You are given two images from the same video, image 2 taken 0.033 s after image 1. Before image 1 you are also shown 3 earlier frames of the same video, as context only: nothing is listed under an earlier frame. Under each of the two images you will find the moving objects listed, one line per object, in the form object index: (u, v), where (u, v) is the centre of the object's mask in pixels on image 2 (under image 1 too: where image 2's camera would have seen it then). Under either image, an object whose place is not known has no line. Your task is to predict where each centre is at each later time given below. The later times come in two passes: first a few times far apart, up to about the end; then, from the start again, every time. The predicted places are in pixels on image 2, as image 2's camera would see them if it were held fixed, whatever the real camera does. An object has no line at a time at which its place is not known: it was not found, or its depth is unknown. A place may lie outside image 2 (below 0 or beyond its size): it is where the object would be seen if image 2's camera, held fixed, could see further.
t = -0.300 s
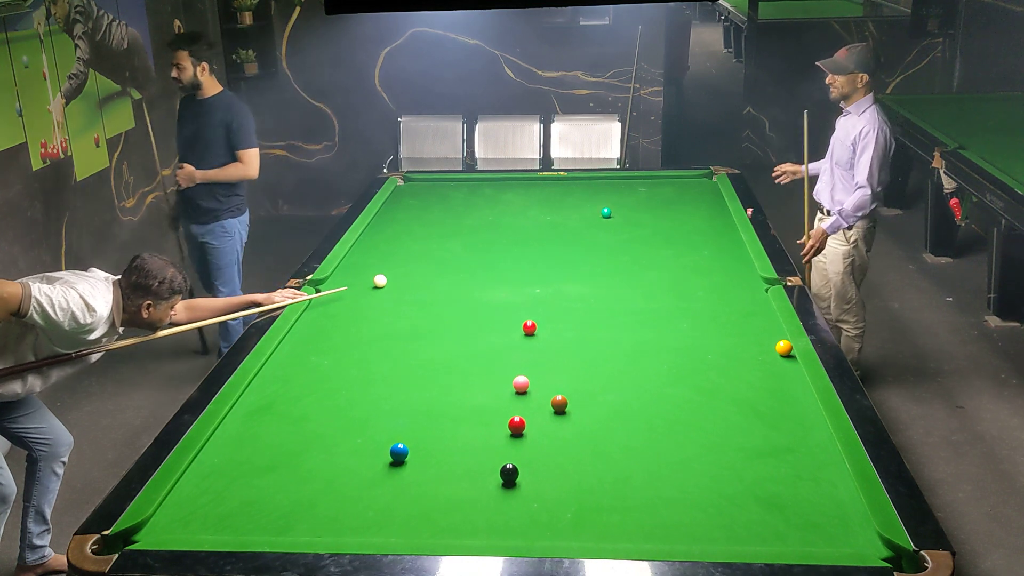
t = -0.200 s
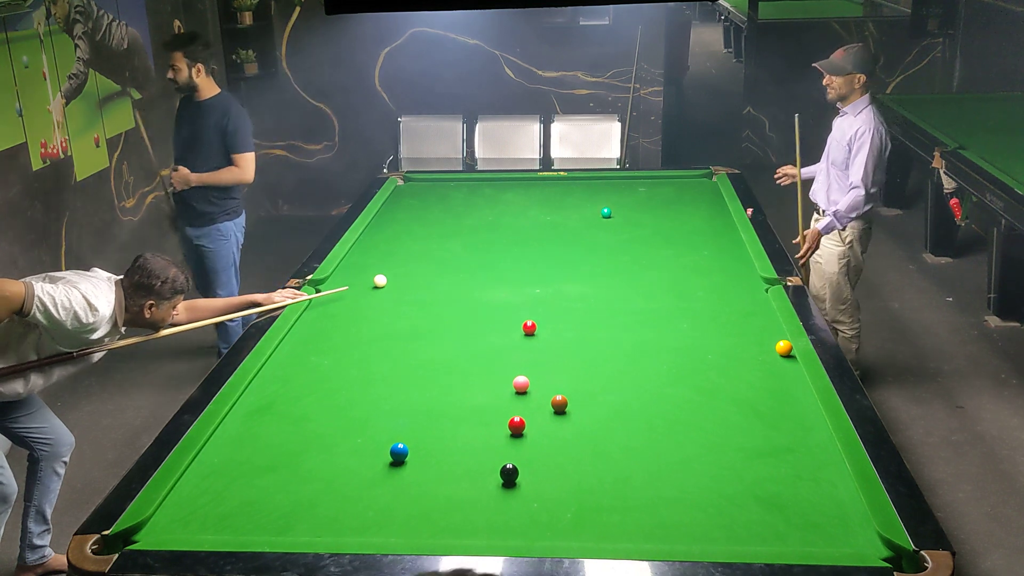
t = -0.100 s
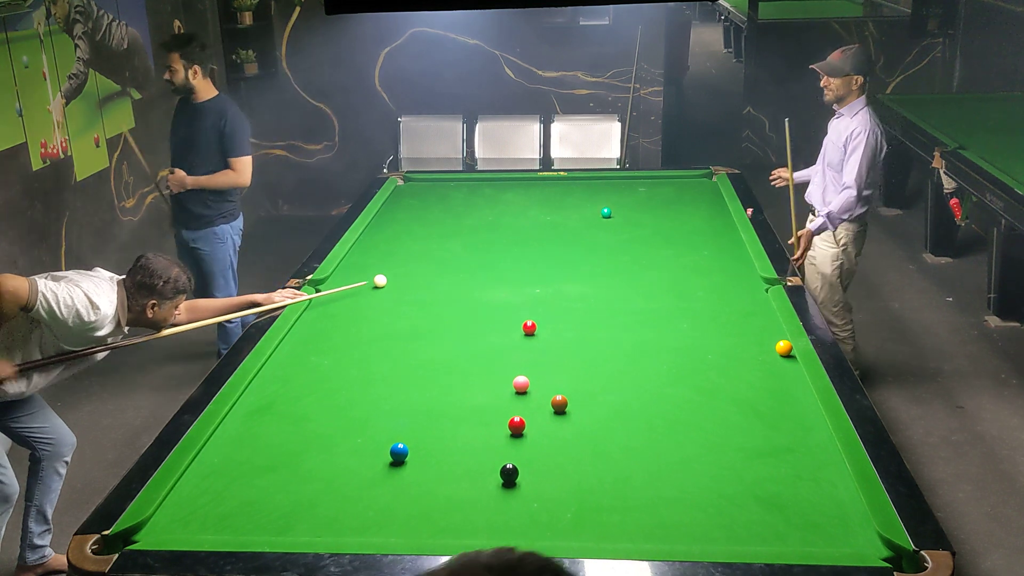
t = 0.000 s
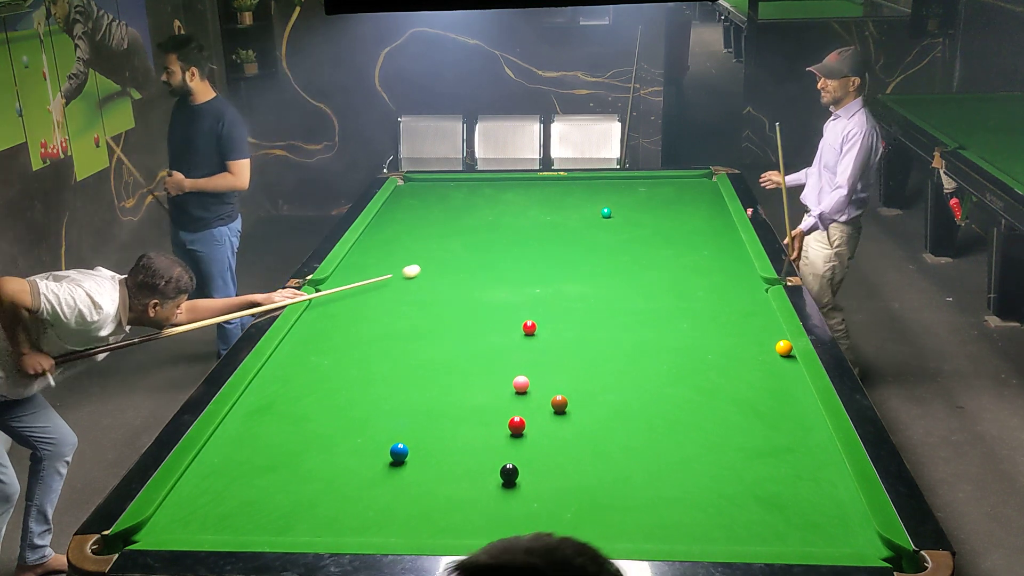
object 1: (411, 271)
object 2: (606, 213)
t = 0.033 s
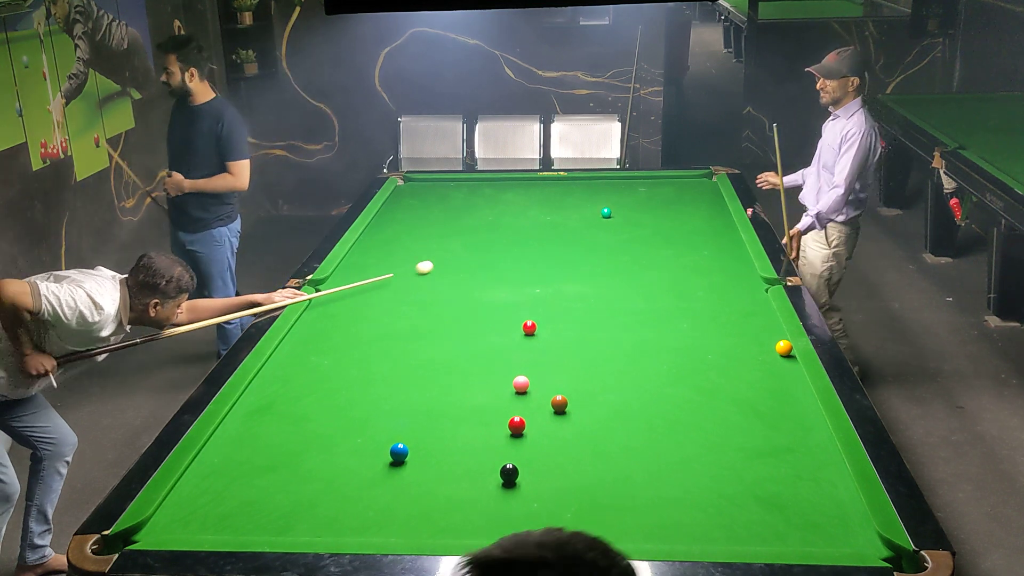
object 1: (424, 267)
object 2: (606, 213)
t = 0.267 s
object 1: (505, 243)
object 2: (606, 213)
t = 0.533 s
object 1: (585, 220)
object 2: (606, 213)
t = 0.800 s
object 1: (620, 214)
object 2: (641, 198)
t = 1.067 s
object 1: (648, 209)
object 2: (673, 185)
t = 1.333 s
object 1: (674, 206)
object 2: (702, 178)
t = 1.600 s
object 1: (698, 202)
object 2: (701, 184)
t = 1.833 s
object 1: (718, 199)
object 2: (687, 191)
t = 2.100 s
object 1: (704, 198)
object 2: (673, 198)
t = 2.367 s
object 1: (690, 196)
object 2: (658, 204)
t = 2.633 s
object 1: (677, 195)
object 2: (643, 211)
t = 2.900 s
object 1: (666, 194)
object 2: (629, 218)
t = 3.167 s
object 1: (656, 192)
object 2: (615, 224)
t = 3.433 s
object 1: (648, 192)
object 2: (601, 230)
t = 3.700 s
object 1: (641, 191)
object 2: (588, 236)
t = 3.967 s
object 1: (636, 190)
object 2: (575, 242)
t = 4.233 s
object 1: (632, 190)
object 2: (563, 248)
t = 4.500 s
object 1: (629, 190)
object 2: (551, 253)
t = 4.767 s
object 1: (629, 190)
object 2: (540, 257)
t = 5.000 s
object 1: (629, 190)
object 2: (530, 262)
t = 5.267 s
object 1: (628, 189)
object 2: (521, 266)
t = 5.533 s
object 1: (628, 190)
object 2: (512, 270)
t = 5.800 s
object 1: (628, 190)
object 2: (505, 274)
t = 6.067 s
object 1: (629, 190)
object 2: (498, 278)
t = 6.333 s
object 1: (628, 190)
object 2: (492, 281)
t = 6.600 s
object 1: (628, 189)
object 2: (488, 283)
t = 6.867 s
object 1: (628, 189)
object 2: (484, 285)
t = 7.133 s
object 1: (628, 189)
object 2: (482, 286)
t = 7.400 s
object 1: (628, 189)
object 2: (480, 287)
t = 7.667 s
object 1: (628, 189)
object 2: (480, 287)
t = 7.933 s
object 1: (628, 189)
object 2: (480, 287)
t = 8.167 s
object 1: (628, 189)
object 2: (480, 287)
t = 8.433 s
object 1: (628, 190)
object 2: (480, 287)
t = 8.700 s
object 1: (628, 190)
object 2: (480, 287)
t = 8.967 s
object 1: (629, 189)
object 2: (480, 287)
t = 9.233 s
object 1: (629, 189)
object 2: (480, 287)
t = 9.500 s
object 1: (628, 189)
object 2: (480, 287)
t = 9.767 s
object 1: (628, 189)
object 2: (480, 287)
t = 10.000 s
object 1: (628, 189)
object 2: (480, 287)
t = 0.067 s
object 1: (436, 264)
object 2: (606, 213)
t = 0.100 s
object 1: (449, 260)
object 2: (606, 213)
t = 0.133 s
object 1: (460, 256)
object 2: (606, 213)
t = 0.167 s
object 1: (471, 253)
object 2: (606, 213)
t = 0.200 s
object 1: (483, 250)
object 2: (606, 213)
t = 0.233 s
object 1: (494, 247)
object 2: (606, 213)
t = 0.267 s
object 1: (505, 243)
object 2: (606, 213)
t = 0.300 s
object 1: (516, 240)
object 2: (606, 213)
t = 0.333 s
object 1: (526, 237)
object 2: (606, 212)
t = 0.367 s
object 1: (536, 234)
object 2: (606, 212)
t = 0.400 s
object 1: (547, 231)
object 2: (606, 213)
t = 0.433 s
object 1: (556, 228)
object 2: (606, 213)
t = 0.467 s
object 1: (566, 225)
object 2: (606, 213)
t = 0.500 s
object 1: (576, 222)
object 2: (606, 212)
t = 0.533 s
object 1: (585, 220)
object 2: (606, 213)
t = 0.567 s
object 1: (594, 217)
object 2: (606, 212)
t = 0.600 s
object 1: (601, 215)
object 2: (609, 211)
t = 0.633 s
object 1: (603, 215)
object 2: (615, 209)
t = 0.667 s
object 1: (606, 215)
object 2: (621, 206)
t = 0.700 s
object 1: (609, 215)
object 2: (627, 204)
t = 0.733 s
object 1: (612, 215)
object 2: (632, 202)
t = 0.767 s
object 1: (616, 214)
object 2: (636, 200)
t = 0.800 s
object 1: (620, 214)
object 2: (641, 198)
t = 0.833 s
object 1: (623, 213)
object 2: (645, 197)
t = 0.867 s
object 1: (627, 212)
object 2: (649, 195)
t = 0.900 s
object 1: (630, 212)
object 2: (653, 193)
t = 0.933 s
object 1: (634, 211)
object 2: (657, 192)
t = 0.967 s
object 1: (637, 211)
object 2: (661, 190)
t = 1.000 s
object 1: (641, 210)
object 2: (665, 188)
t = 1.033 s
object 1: (644, 210)
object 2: (669, 187)
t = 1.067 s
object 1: (648, 209)
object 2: (673, 185)
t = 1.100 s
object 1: (651, 209)
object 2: (677, 183)
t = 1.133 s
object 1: (654, 209)
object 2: (680, 182)
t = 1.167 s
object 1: (658, 208)
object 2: (684, 180)
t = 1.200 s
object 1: (661, 208)
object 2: (688, 179)
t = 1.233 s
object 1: (664, 207)
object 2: (691, 177)
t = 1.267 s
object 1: (667, 207)
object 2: (695, 176)
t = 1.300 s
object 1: (670, 206)
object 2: (698, 177)
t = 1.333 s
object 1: (674, 206)
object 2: (702, 178)
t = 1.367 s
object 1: (677, 205)
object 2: (706, 179)
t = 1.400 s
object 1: (680, 205)
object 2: (709, 179)
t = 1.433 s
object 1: (683, 204)
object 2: (710, 180)
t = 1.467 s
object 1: (686, 204)
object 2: (708, 181)
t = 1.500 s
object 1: (689, 204)
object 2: (706, 182)
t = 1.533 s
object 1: (692, 203)
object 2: (704, 183)
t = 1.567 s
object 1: (695, 203)
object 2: (703, 184)
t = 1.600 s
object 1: (698, 202)
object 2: (701, 184)
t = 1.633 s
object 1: (701, 202)
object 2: (699, 185)
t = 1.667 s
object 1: (704, 202)
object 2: (697, 186)
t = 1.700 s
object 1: (707, 201)
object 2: (695, 187)
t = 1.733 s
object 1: (710, 201)
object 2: (693, 188)
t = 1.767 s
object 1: (712, 200)
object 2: (691, 189)
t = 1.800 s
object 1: (715, 200)
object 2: (690, 190)
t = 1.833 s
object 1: (718, 199)
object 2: (687, 191)
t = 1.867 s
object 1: (719, 199)
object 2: (686, 192)
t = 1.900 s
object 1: (716, 199)
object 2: (684, 193)
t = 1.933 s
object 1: (714, 199)
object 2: (682, 193)
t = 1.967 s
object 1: (712, 199)
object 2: (680, 194)
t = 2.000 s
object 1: (710, 198)
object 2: (678, 195)
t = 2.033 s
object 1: (708, 198)
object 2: (676, 196)
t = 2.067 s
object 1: (706, 198)
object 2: (675, 197)
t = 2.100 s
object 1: (704, 198)
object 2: (673, 198)
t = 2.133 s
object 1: (702, 197)
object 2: (671, 199)
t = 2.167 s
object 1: (701, 197)
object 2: (669, 199)
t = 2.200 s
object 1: (698, 197)
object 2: (667, 200)
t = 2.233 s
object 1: (697, 197)
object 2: (665, 201)
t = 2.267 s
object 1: (695, 197)
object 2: (664, 202)
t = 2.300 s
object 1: (693, 196)
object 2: (662, 203)
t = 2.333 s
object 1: (691, 196)
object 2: (660, 204)
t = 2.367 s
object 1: (690, 196)
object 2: (658, 204)
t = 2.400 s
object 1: (688, 196)
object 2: (656, 205)
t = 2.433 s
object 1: (686, 196)
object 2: (654, 206)
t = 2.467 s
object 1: (685, 196)
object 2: (652, 207)
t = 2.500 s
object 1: (683, 195)
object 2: (651, 208)
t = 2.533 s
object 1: (681, 195)
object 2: (649, 209)
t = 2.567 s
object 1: (680, 195)
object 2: (647, 210)
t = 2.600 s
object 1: (678, 195)
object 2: (645, 210)
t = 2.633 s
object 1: (677, 195)
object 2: (643, 211)
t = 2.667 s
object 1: (675, 195)
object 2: (641, 212)
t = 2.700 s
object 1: (674, 194)
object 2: (640, 213)
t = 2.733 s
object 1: (672, 194)
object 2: (638, 214)
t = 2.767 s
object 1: (671, 194)
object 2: (636, 215)
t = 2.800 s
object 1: (670, 194)
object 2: (635, 215)
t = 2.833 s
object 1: (668, 194)
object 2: (633, 216)
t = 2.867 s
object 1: (667, 194)
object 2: (631, 217)
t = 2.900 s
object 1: (666, 194)
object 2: (629, 218)
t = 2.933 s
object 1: (664, 193)
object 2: (627, 219)
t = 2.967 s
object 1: (663, 193)
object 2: (626, 219)
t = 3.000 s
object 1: (662, 193)
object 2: (624, 220)
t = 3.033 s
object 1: (661, 193)
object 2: (622, 221)
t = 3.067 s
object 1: (659, 193)
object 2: (620, 222)
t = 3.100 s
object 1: (658, 193)
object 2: (619, 223)
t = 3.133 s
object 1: (657, 193)
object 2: (617, 223)
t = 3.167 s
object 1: (656, 192)
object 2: (615, 224)
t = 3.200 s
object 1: (655, 192)
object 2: (613, 225)
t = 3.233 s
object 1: (654, 192)
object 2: (611, 226)
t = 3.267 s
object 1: (653, 192)
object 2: (610, 226)
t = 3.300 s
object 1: (652, 192)
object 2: (608, 227)
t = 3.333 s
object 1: (651, 192)
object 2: (606, 228)
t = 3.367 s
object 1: (650, 192)
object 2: (605, 229)
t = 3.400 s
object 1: (649, 192)
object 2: (603, 230)
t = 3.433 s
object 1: (648, 192)
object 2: (601, 230)
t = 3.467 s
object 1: (647, 191)
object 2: (600, 231)
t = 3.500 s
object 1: (646, 191)
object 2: (598, 232)
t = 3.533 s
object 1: (645, 191)
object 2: (596, 232)
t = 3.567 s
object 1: (644, 191)
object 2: (595, 233)
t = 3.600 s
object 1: (643, 191)
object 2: (593, 234)
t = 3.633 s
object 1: (643, 191)
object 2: (591, 235)
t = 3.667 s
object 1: (642, 191)
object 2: (590, 235)
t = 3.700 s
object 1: (641, 191)
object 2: (588, 236)
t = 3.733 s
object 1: (640, 191)
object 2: (586, 237)
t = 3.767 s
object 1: (639, 191)
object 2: (585, 238)
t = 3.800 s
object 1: (639, 191)
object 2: (583, 239)
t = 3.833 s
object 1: (638, 191)
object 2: (581, 239)
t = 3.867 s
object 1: (637, 191)
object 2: (580, 240)
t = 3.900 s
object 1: (637, 190)
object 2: (578, 241)
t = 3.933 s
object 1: (636, 191)
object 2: (577, 241)
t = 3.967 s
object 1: (636, 190)
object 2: (575, 242)
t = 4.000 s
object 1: (635, 190)
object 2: (573, 243)
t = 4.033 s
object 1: (635, 190)
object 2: (572, 243)
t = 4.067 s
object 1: (634, 190)
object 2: (570, 244)
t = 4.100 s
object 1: (634, 190)
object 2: (569, 245)
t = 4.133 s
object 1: (633, 190)
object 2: (567, 245)
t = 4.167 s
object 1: (633, 190)
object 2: (566, 246)
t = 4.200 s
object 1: (632, 190)
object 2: (564, 247)
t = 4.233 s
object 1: (632, 190)
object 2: (563, 248)
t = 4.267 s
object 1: (631, 190)
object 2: (561, 248)
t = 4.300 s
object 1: (631, 190)
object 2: (559, 249)
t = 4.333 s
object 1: (631, 190)
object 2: (558, 249)
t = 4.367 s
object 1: (630, 190)
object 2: (556, 250)
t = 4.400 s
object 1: (630, 190)
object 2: (555, 251)
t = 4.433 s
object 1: (630, 190)
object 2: (553, 251)
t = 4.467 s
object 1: (630, 190)
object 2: (552, 252)
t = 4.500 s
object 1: (629, 190)
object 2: (551, 253)
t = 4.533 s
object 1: (629, 190)
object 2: (549, 253)
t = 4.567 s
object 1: (629, 190)
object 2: (548, 254)
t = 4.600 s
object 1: (629, 190)
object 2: (546, 255)
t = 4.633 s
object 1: (629, 190)
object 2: (545, 255)
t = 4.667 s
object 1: (629, 190)
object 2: (544, 256)
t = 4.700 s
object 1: (629, 190)
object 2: (542, 256)
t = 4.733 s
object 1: (629, 190)
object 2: (541, 257)
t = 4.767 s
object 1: (629, 190)
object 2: (540, 257)
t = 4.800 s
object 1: (629, 190)
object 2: (538, 258)
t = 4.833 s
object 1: (629, 190)
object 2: (537, 259)
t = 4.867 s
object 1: (629, 190)
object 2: (536, 259)
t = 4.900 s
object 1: (629, 190)
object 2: (534, 260)
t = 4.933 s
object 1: (629, 190)
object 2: (533, 261)
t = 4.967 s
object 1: (629, 190)
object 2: (532, 261)
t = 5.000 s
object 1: (629, 190)
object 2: (530, 262)
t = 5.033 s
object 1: (629, 190)
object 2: (529, 263)
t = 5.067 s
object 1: (629, 190)
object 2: (528, 263)
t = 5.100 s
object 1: (629, 190)
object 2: (527, 264)
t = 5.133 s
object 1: (629, 190)
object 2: (526, 264)
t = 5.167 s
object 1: (629, 190)
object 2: (524, 265)
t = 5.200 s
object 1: (629, 190)
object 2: (523, 265)
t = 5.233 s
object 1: (629, 190)
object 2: (522, 266)
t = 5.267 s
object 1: (628, 189)
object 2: (521, 266)
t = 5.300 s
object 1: (628, 190)
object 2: (520, 267)
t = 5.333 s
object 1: (628, 190)
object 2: (519, 267)
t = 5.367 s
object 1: (628, 190)
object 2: (518, 268)
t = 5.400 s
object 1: (628, 190)
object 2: (517, 269)
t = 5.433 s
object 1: (628, 189)
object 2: (516, 269)
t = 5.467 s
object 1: (628, 190)
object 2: (514, 270)
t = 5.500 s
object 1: (628, 190)
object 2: (514, 270)
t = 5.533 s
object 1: (628, 190)
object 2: (512, 270)
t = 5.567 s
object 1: (628, 189)
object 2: (511, 271)
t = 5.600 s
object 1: (628, 190)
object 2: (510, 271)
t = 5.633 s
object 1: (629, 190)
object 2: (510, 272)
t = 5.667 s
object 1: (629, 190)
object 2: (509, 272)
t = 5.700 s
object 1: (629, 190)
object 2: (508, 273)
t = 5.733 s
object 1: (628, 190)
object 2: (507, 273)
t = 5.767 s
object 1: (628, 190)
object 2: (506, 274)
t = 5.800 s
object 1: (628, 190)
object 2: (505, 274)
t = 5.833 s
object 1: (628, 190)
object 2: (504, 275)
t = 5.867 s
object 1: (629, 190)
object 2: (503, 275)
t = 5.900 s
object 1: (629, 190)
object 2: (502, 275)
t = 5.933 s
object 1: (629, 190)
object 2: (501, 276)
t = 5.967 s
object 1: (629, 190)
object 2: (500, 276)
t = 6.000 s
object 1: (629, 190)
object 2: (499, 277)
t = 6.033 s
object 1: (629, 190)
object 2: (499, 277)
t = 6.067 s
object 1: (629, 190)
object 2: (498, 278)
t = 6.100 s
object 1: (629, 190)
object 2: (497, 278)
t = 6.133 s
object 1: (629, 190)
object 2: (496, 278)
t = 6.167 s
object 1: (629, 189)
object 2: (496, 279)
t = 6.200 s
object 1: (628, 189)
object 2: (495, 279)
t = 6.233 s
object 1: (628, 189)
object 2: (494, 280)
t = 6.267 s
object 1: (628, 189)
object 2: (494, 280)
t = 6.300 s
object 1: (629, 190)
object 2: (493, 280)
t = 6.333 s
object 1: (628, 190)
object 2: (492, 281)
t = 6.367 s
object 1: (628, 190)
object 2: (492, 281)
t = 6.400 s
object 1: (628, 189)
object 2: (491, 281)
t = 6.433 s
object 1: (628, 189)
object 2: (490, 282)
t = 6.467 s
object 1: (628, 189)
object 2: (490, 282)
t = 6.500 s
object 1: (628, 189)
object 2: (489, 282)
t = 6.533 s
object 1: (628, 189)
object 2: (489, 283)
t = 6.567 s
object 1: (628, 189)
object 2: (488, 283)
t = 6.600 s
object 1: (628, 189)
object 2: (488, 283)
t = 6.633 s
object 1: (628, 189)
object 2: (487, 283)
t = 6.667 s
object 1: (628, 189)
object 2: (487, 283)
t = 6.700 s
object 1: (628, 189)
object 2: (486, 284)
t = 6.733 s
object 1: (628, 189)
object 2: (486, 284)
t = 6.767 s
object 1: (628, 189)
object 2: (485, 284)
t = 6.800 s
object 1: (628, 189)
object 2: (485, 285)
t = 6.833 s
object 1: (628, 189)
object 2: (485, 285)
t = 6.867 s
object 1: (628, 189)
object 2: (484, 285)
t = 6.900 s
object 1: (628, 189)
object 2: (484, 285)
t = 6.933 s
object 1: (628, 189)
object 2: (483, 285)
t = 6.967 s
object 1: (628, 189)
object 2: (483, 285)
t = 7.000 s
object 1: (628, 189)
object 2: (483, 286)
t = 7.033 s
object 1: (628, 189)
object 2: (483, 286)
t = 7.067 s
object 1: (628, 189)
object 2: (482, 286)
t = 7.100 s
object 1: (628, 189)
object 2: (482, 286)
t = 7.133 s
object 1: (628, 189)
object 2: (482, 286)
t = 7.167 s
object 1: (628, 189)
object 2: (481, 286)
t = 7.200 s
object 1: (628, 189)
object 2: (481, 287)
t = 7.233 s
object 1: (628, 189)
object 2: (481, 287)
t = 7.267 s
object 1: (628, 189)
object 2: (481, 287)
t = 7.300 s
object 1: (628, 189)
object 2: (481, 287)
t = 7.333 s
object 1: (628, 189)
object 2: (480, 287)
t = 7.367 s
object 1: (629, 189)
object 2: (480, 287)
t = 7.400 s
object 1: (628, 189)
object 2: (480, 287)
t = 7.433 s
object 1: (628, 189)
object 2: (480, 287)
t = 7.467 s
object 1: (628, 189)
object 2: (480, 287)
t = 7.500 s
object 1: (628, 189)
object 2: (480, 287)
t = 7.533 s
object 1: (628, 189)
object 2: (480, 287)
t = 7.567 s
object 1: (629, 189)
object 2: (480, 287)
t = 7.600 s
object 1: (628, 189)
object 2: (480, 287)
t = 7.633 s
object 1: (628, 189)
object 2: (480, 287)
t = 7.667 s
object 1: (628, 189)
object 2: (480, 287)
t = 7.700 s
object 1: (628, 189)
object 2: (480, 287)
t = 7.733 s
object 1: (628, 189)
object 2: (480, 287)
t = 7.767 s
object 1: (628, 189)
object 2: (480, 287)
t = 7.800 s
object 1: (628, 189)
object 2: (480, 287)
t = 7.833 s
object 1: (628, 189)
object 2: (480, 287)
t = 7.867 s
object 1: (628, 189)
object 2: (480, 287)
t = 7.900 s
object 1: (628, 189)
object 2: (480, 287)
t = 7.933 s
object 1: (628, 189)
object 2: (480, 287)
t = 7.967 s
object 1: (628, 189)
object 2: (480, 287)
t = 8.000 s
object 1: (628, 189)
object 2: (480, 287)
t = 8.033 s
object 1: (628, 189)
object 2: (480, 287)
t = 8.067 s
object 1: (628, 189)
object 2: (480, 287)
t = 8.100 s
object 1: (628, 189)
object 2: (480, 287)
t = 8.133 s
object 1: (628, 190)
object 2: (480, 287)
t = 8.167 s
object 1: (628, 189)
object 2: (480, 287)
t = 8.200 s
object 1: (628, 190)
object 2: (480, 287)
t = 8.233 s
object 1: (628, 189)
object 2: (480, 287)
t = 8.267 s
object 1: (628, 189)
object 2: (480, 287)
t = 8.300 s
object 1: (628, 189)
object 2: (480, 287)
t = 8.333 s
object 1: (628, 189)
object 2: (480, 287)
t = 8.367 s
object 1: (628, 189)
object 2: (480, 287)
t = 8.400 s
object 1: (628, 189)
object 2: (480, 287)
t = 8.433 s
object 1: (628, 190)
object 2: (480, 287)
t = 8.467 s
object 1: (628, 190)
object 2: (480, 287)
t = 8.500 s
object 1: (628, 190)
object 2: (480, 287)
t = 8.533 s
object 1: (628, 190)
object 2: (480, 287)
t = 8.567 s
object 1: (628, 190)
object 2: (480, 287)
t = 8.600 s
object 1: (628, 189)
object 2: (480, 287)
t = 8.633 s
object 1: (628, 190)
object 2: (480, 287)
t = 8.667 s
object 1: (628, 190)
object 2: (480, 287)
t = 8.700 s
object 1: (628, 190)
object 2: (480, 287)
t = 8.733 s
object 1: (628, 190)
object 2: (480, 287)
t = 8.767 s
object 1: (628, 190)
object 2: (480, 287)
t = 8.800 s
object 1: (628, 189)
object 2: (480, 287)
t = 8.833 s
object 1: (628, 189)
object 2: (480, 287)
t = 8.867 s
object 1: (629, 189)
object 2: (480, 287)
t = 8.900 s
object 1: (628, 189)
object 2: (480, 287)
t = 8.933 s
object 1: (629, 189)
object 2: (480, 287)
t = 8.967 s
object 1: (629, 189)
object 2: (480, 287)
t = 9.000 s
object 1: (628, 189)
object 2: (480, 287)
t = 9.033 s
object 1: (628, 189)
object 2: (480, 287)
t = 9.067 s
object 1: (629, 189)
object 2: (480, 287)
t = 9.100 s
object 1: (629, 189)
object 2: (480, 287)
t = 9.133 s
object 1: (629, 189)
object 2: (480, 287)
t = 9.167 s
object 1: (629, 189)
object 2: (480, 287)
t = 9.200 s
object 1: (629, 189)
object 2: (480, 287)
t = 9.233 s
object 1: (629, 189)
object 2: (480, 287)
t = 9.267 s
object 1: (629, 189)
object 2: (480, 287)
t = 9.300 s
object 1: (629, 189)
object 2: (480, 287)
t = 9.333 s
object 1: (629, 189)
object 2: (480, 287)
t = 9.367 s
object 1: (629, 189)
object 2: (480, 287)
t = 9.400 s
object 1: (629, 189)
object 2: (480, 287)
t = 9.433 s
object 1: (629, 190)
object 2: (480, 287)
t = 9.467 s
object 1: (629, 189)
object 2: (480, 287)
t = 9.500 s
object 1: (628, 189)
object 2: (480, 287)
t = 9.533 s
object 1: (628, 189)
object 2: (480, 287)
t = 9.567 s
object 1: (628, 189)
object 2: (480, 287)
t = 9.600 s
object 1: (628, 189)
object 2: (480, 287)
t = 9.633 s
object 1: (628, 189)
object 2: (480, 287)
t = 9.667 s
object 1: (628, 189)
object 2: (480, 287)
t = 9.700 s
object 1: (628, 189)
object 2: (480, 287)
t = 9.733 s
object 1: (628, 189)
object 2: (480, 287)
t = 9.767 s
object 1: (628, 189)
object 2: (480, 287)
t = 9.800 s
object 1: (628, 189)
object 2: (480, 287)
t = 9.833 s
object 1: (628, 189)
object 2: (480, 287)
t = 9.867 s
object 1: (628, 189)
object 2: (480, 287)
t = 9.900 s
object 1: (628, 189)
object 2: (480, 287)
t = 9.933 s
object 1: (628, 189)
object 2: (480, 287)
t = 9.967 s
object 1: (628, 189)
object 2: (480, 287)
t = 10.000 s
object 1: (628, 189)
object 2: (480, 287)
